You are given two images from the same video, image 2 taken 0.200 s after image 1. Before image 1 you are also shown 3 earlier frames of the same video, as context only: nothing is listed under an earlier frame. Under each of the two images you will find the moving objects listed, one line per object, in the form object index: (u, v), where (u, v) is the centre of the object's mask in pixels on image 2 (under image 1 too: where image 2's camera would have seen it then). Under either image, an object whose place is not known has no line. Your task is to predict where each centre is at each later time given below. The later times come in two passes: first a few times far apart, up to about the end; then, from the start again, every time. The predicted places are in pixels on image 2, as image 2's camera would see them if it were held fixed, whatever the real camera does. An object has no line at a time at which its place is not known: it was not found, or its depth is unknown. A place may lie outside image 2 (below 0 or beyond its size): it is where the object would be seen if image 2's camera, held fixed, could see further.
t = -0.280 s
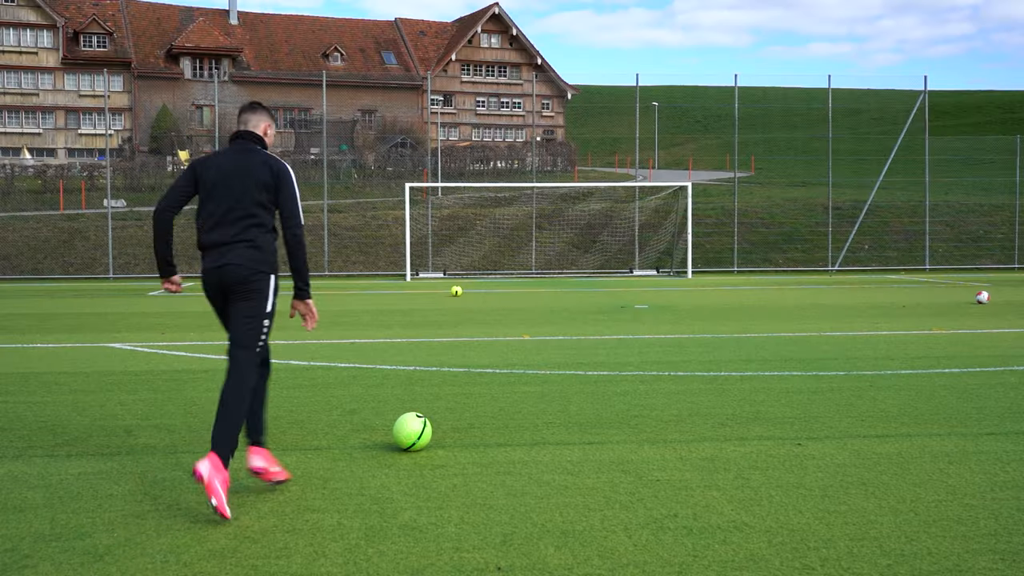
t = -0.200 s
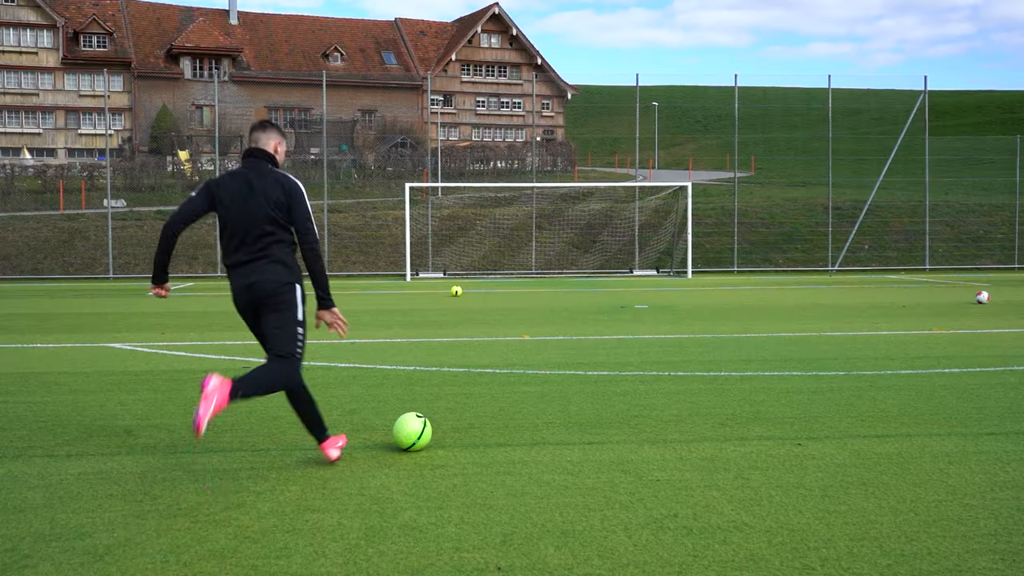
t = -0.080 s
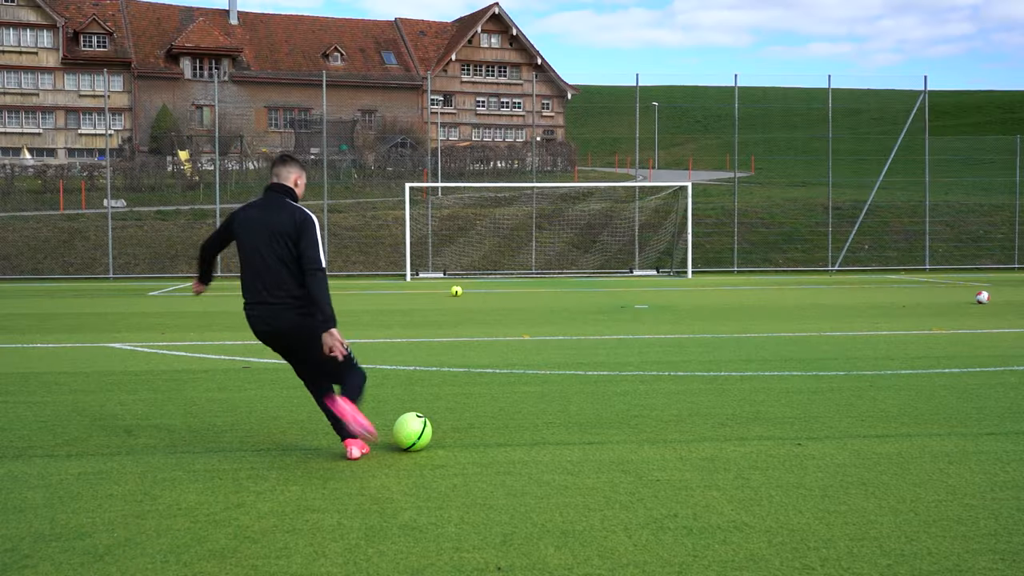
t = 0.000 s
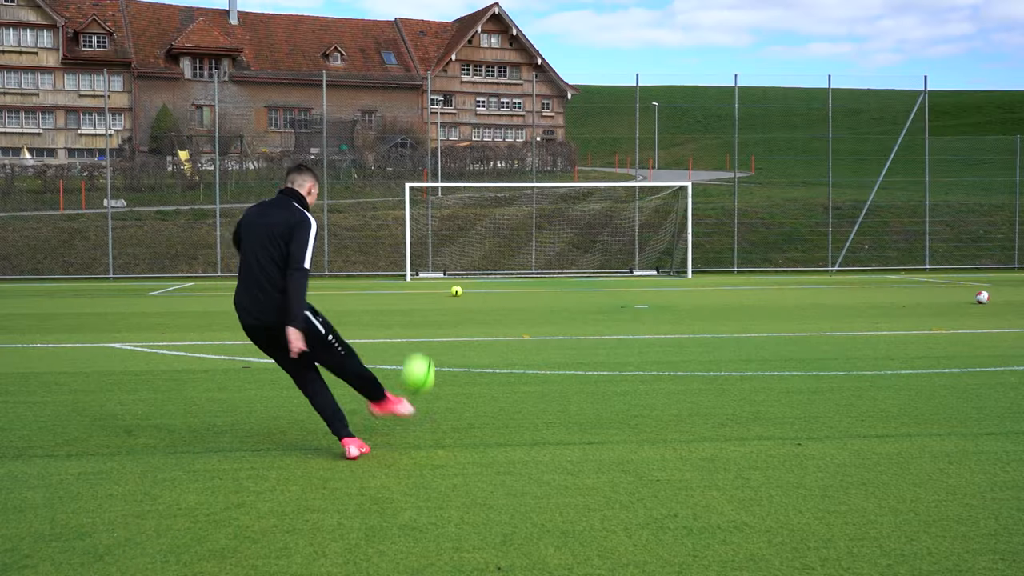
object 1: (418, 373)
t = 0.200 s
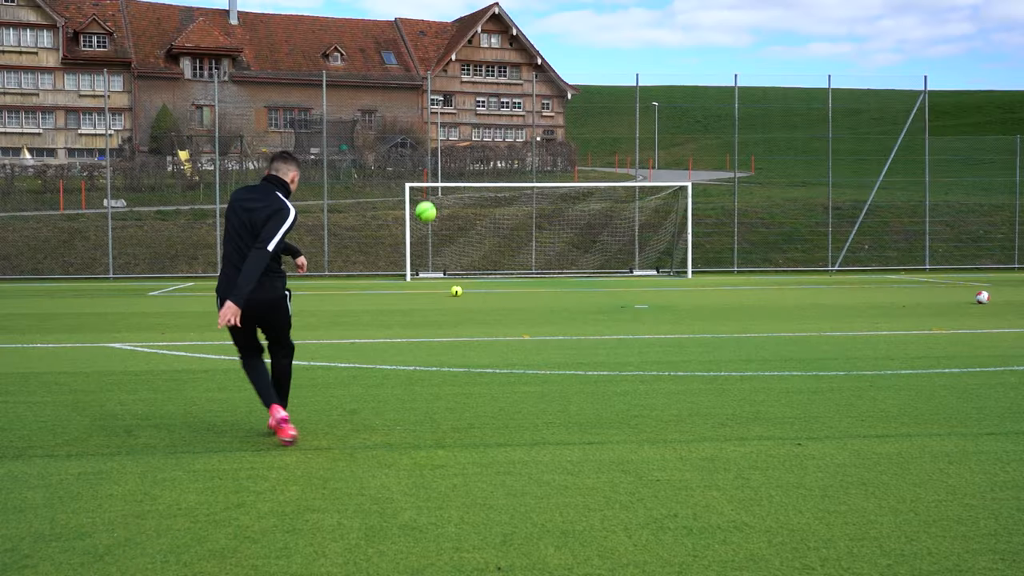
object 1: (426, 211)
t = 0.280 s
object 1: (425, 187)
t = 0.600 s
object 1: (430, 152)
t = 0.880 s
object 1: (440, 171)
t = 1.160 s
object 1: (445, 276)
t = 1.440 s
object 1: (446, 192)
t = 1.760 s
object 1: (450, 250)
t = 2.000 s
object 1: (452, 257)
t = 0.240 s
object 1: (426, 198)
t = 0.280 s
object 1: (425, 187)
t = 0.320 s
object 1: (425, 177)
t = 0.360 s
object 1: (425, 169)
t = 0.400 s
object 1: (425, 163)
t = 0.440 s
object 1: (426, 159)
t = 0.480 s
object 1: (427, 156)
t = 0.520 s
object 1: (428, 154)
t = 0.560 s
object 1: (429, 152)
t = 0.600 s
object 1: (430, 152)
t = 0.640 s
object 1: (432, 153)
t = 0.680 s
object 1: (434, 154)
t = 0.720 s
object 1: (435, 156)
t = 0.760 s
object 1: (437, 159)
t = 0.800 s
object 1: (438, 163)
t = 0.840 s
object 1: (439, 167)
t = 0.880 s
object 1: (440, 171)
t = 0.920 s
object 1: (440, 176)
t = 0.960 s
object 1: (440, 180)
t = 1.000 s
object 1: (440, 186)
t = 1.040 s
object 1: (441, 203)
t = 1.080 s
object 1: (442, 228)
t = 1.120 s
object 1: (443, 252)
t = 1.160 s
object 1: (445, 276)
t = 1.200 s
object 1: (445, 264)
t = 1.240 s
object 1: (445, 248)
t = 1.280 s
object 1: (445, 232)
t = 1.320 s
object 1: (445, 217)
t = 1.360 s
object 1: (445, 203)
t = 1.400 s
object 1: (445, 190)
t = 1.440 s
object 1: (446, 192)
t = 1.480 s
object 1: (446, 197)
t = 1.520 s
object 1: (447, 203)
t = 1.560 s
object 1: (447, 209)
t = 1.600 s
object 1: (448, 216)
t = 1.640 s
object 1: (448, 224)
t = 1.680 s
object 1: (449, 232)
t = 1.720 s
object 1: (449, 241)
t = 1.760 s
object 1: (450, 250)
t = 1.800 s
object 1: (450, 261)
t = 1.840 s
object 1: (451, 273)
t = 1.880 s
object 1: (452, 280)
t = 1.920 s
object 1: (451, 272)
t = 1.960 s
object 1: (452, 264)
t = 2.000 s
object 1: (452, 257)
